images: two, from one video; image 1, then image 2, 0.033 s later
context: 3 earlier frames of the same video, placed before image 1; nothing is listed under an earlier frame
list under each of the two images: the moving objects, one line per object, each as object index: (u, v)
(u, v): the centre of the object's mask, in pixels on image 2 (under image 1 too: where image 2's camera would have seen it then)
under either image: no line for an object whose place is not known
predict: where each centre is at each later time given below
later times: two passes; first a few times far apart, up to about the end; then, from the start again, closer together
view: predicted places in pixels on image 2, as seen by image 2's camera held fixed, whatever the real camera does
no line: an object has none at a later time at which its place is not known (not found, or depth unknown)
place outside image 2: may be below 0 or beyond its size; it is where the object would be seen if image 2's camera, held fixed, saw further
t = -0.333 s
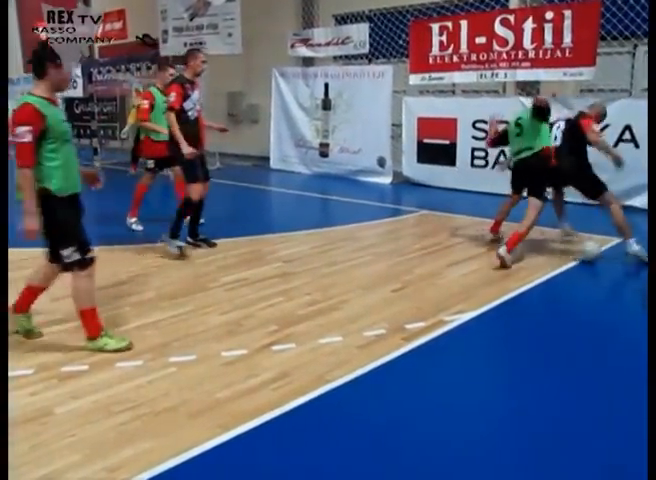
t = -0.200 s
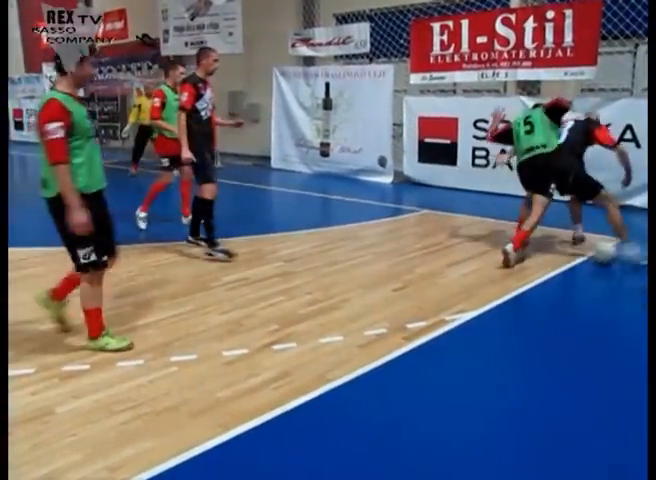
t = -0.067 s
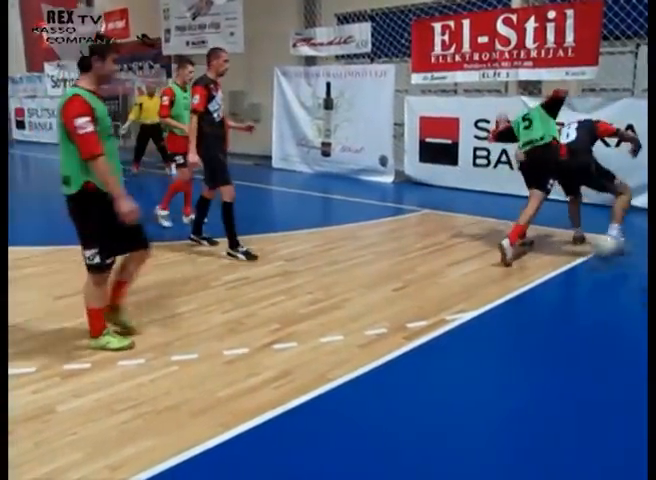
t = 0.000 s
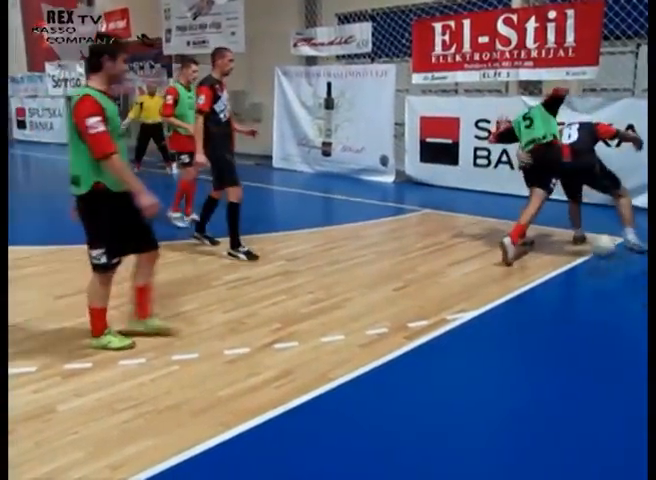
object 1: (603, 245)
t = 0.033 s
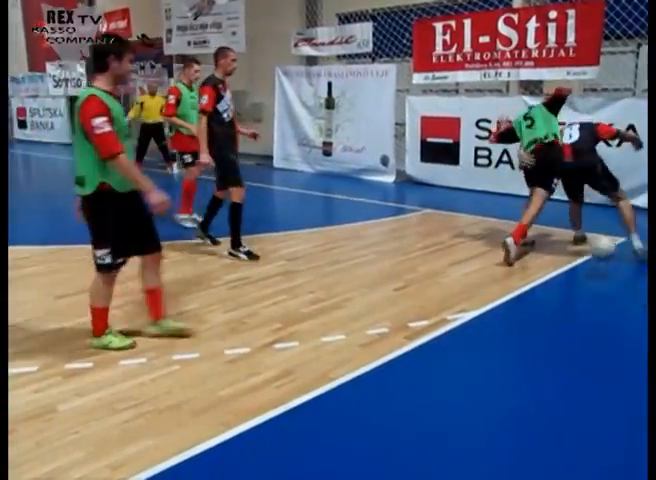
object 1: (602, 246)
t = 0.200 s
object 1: (594, 277)
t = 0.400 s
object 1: (589, 295)
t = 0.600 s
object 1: (583, 317)
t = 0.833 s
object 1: (574, 347)
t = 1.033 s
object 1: (563, 377)
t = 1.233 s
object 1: (550, 417)
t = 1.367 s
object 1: (538, 447)
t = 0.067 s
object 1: (601, 249)
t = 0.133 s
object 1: (598, 259)
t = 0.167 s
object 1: (596, 266)
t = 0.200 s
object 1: (594, 277)
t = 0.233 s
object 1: (593, 280)
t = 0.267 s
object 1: (592, 281)
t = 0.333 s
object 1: (590, 288)
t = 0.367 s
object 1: (589, 293)
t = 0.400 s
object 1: (589, 295)
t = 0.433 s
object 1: (588, 299)
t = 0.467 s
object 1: (586, 302)
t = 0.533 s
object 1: (585, 309)
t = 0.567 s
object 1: (584, 313)
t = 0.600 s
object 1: (583, 317)
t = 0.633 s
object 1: (582, 320)
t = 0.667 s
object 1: (581, 324)
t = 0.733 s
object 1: (578, 333)
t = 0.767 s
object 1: (577, 337)
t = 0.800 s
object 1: (575, 342)
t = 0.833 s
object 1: (574, 347)
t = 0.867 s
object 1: (572, 351)
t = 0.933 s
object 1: (569, 361)
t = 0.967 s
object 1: (567, 366)
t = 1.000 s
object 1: (565, 371)
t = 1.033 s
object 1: (563, 377)
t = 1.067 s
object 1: (561, 383)
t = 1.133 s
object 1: (556, 396)
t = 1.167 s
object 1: (554, 403)
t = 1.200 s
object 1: (552, 410)
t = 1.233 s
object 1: (550, 417)
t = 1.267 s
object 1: (548, 423)
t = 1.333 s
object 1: (541, 439)
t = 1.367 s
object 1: (538, 447)
